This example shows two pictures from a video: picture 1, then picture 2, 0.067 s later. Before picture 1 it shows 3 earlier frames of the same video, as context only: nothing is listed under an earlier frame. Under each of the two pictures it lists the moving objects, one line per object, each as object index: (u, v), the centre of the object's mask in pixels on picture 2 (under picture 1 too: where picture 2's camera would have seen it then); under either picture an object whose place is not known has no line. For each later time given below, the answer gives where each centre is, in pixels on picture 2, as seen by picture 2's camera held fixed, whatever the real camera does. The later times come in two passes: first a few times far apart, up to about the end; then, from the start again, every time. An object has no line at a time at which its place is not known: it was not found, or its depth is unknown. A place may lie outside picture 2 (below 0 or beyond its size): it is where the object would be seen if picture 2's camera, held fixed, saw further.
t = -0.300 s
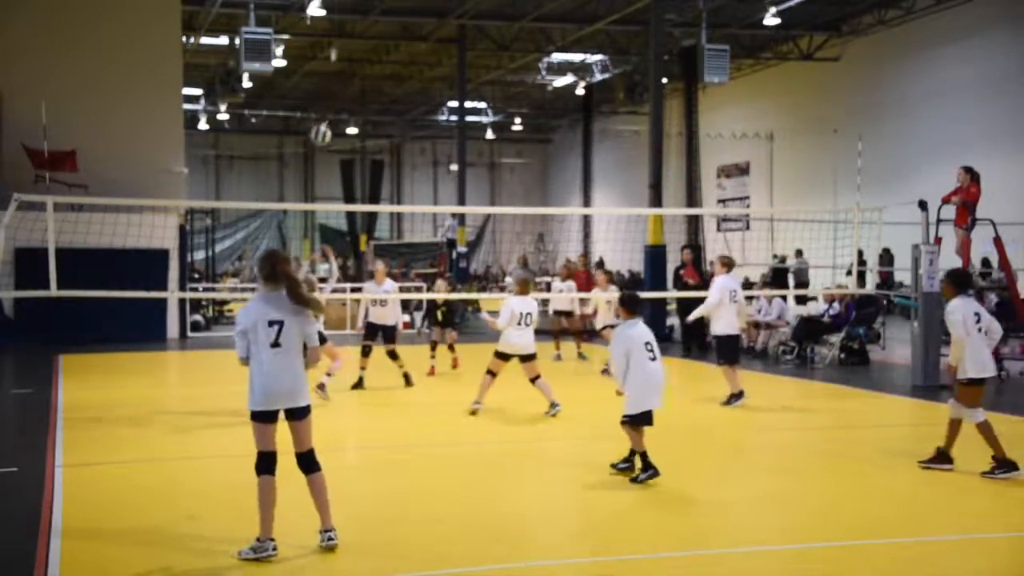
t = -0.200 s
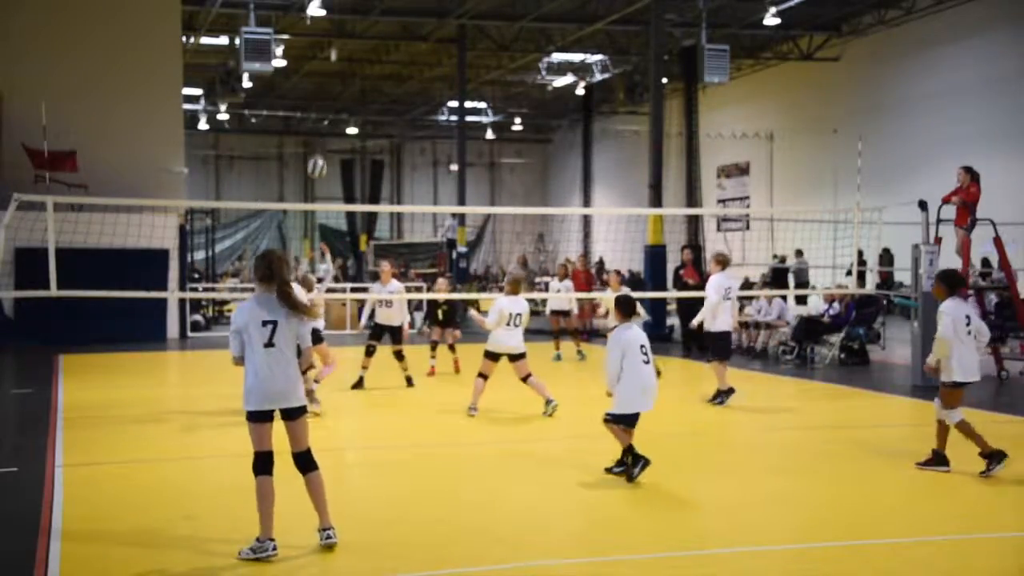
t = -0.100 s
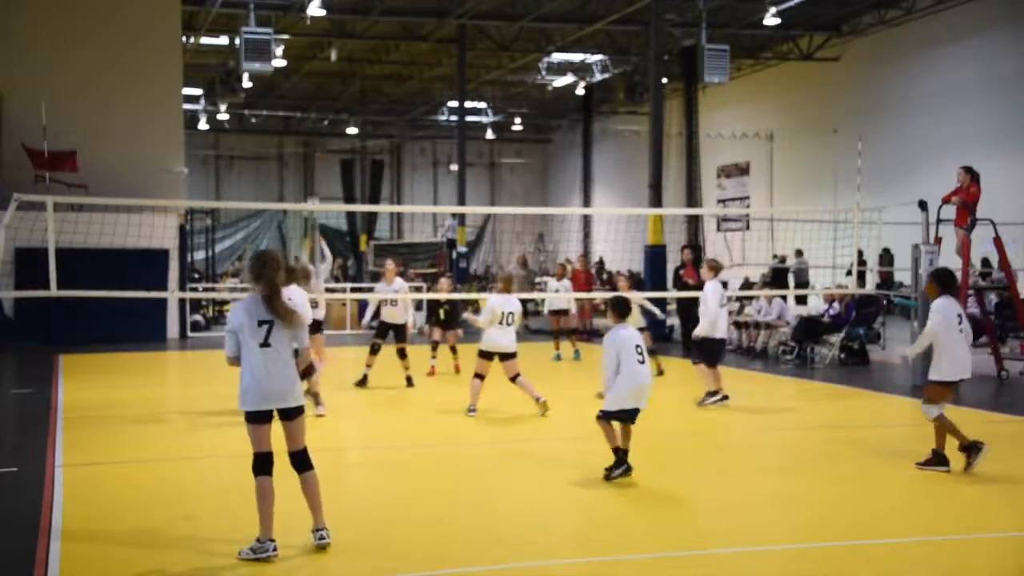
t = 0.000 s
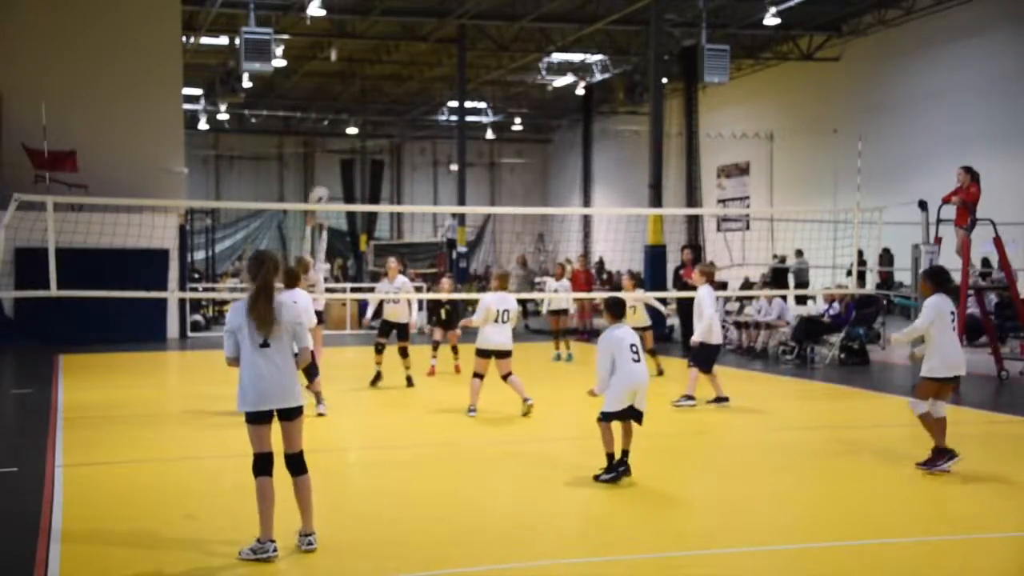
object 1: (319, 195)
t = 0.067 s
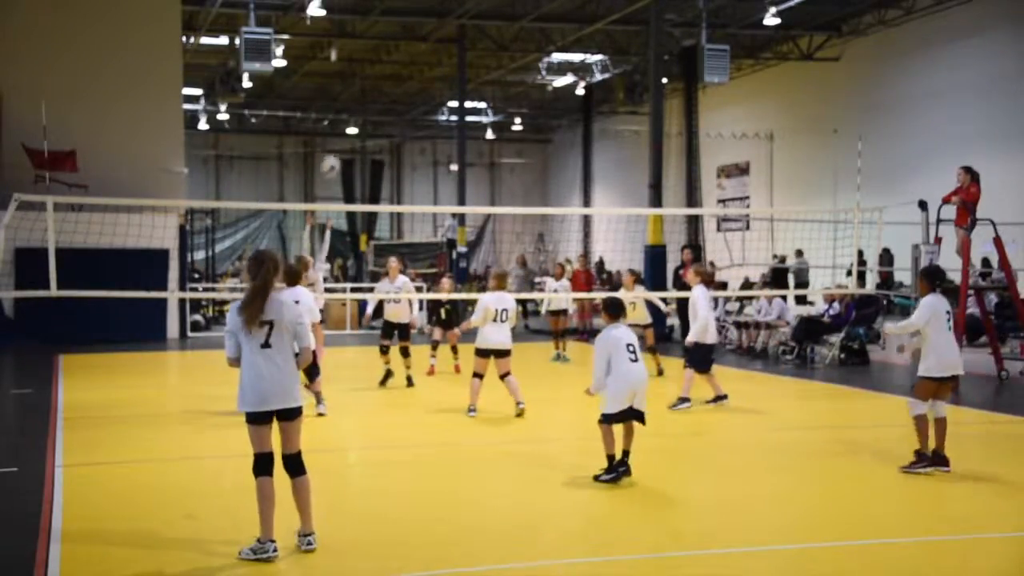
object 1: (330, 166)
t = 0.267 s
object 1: (364, 99)
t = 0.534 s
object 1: (407, 67)
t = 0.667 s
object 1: (427, 76)
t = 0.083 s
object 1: (333, 158)
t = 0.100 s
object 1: (336, 152)
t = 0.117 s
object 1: (339, 146)
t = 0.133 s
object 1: (341, 140)
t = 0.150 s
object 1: (344, 134)
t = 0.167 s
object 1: (347, 128)
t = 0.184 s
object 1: (350, 120)
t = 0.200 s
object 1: (353, 117)
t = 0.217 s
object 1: (356, 113)
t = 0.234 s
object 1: (359, 107)
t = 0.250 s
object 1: (362, 103)
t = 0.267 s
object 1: (364, 99)
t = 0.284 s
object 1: (367, 95)
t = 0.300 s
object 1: (370, 91)
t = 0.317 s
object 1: (373, 88)
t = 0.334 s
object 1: (375, 85)
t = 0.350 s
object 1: (378, 82)
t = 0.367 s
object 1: (381, 79)
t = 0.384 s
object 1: (383, 77)
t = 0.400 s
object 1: (386, 75)
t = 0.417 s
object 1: (389, 74)
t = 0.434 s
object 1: (392, 72)
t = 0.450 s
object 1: (394, 70)
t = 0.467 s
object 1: (397, 69)
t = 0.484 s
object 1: (400, 69)
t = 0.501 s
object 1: (402, 68)
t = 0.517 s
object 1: (405, 68)
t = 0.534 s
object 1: (407, 67)
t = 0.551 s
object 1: (410, 68)
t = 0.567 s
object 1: (412, 68)
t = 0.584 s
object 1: (415, 69)
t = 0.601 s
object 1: (417, 70)
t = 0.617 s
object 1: (420, 71)
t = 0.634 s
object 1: (423, 72)
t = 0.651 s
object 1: (425, 74)
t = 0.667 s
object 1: (427, 76)
